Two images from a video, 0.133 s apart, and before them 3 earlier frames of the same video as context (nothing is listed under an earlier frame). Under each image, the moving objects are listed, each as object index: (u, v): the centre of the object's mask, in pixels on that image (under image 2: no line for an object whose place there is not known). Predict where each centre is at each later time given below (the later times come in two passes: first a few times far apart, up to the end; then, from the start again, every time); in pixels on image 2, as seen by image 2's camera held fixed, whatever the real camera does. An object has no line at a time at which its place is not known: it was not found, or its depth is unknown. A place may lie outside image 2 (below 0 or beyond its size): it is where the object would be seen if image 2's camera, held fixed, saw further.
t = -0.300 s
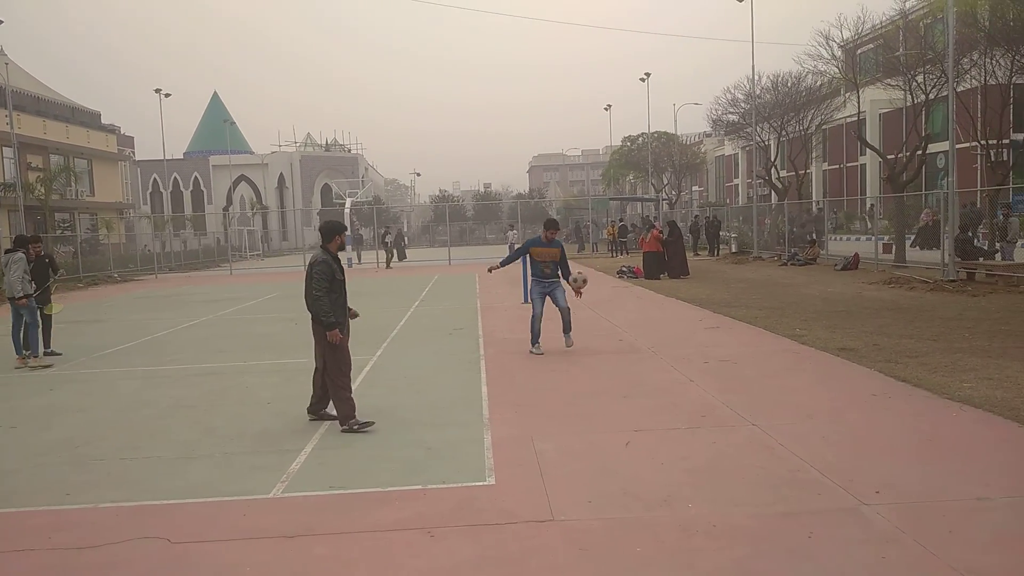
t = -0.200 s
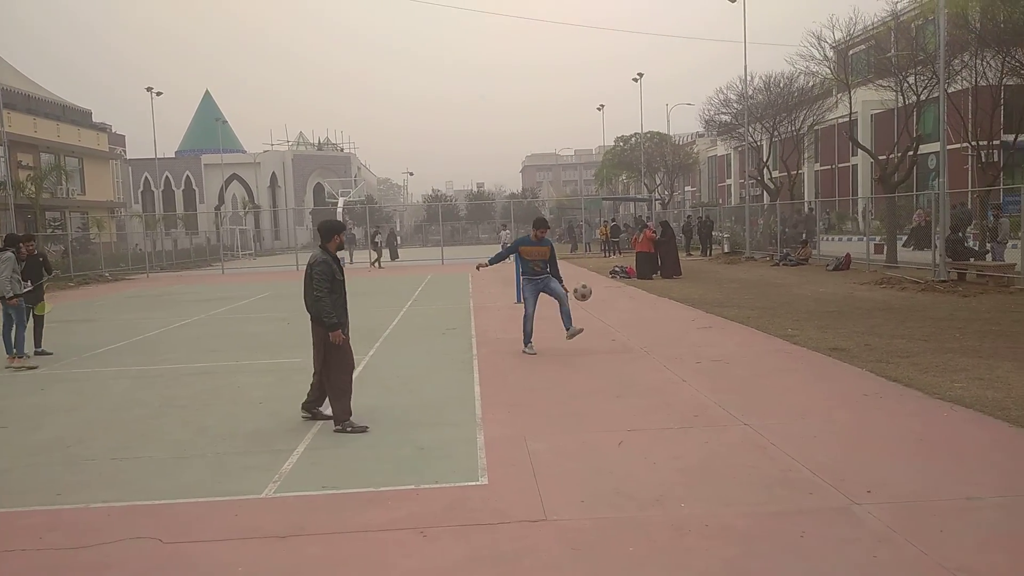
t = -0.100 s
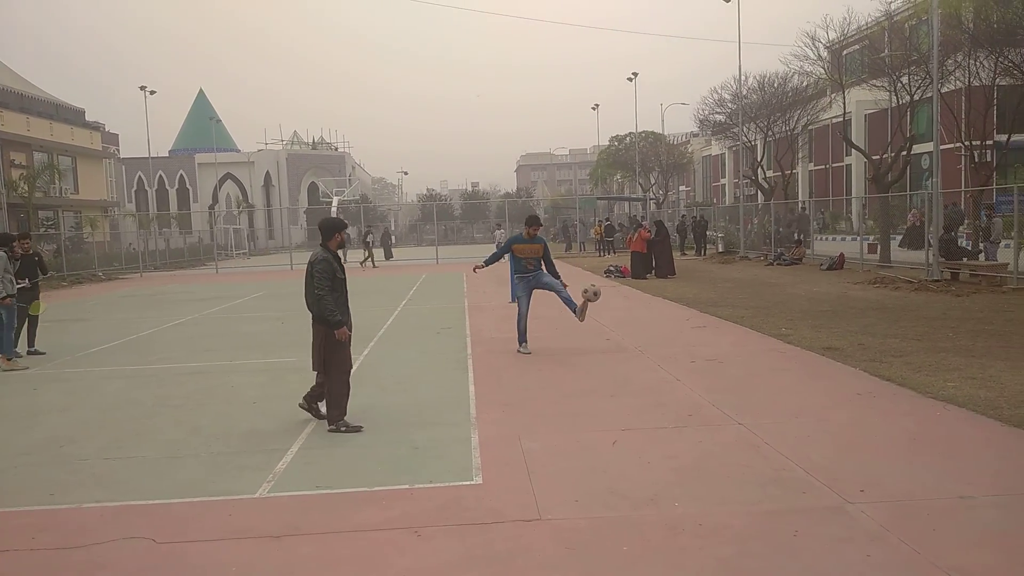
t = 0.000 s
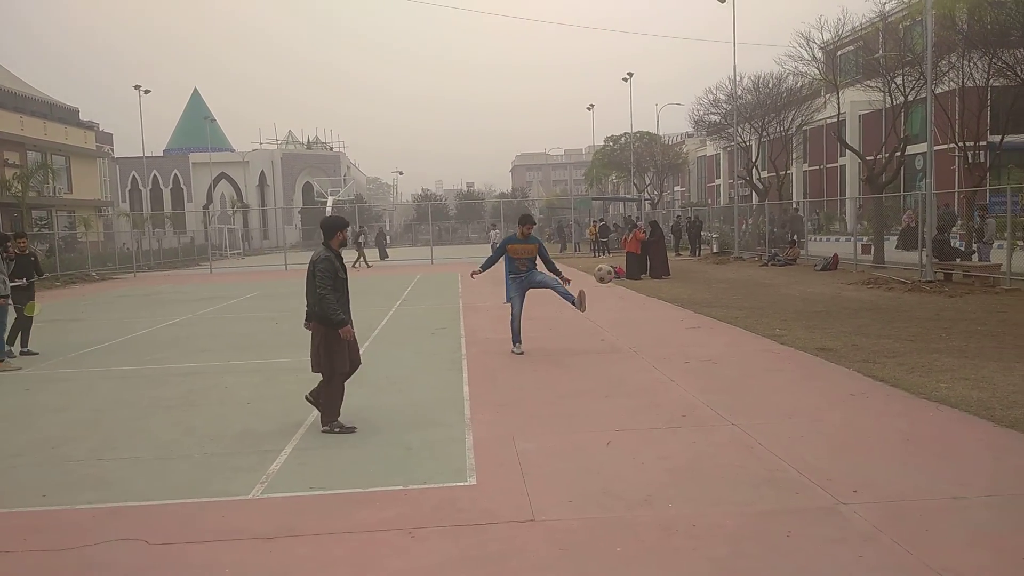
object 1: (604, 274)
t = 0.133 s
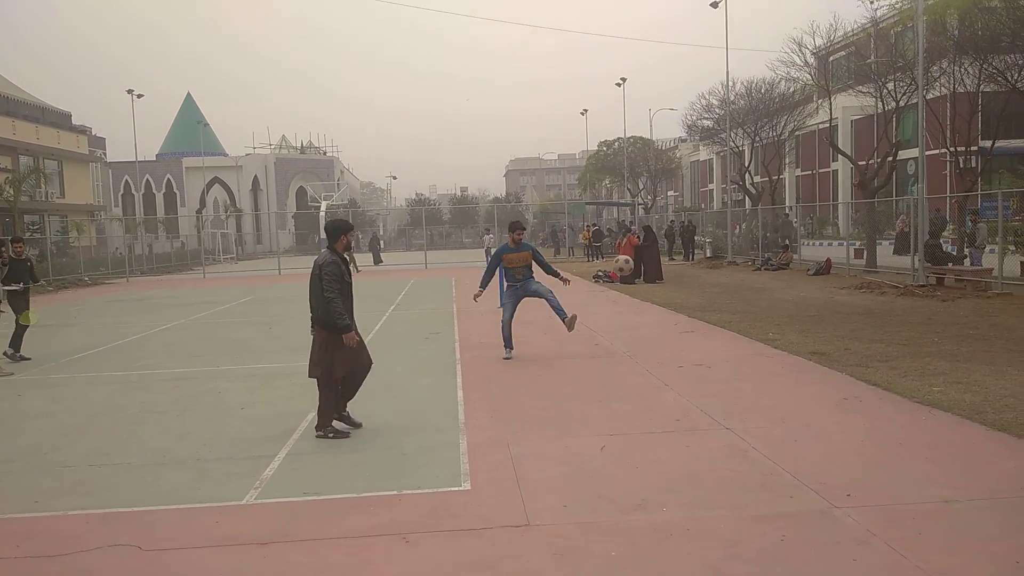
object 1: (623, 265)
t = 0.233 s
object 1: (644, 265)
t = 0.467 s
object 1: (698, 302)
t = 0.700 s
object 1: (752, 368)
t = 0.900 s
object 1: (770, 323)
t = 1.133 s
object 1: (793, 319)
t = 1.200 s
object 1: (801, 330)
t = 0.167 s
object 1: (630, 265)
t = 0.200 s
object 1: (637, 264)
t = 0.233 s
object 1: (644, 265)
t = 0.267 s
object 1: (651, 267)
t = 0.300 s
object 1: (658, 271)
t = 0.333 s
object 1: (666, 274)
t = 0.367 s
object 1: (674, 279)
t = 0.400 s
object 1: (682, 285)
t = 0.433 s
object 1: (690, 293)
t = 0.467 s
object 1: (698, 302)
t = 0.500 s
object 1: (707, 312)
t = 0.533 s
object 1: (715, 323)
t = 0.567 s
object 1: (723, 336)
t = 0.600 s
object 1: (732, 350)
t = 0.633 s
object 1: (740, 365)
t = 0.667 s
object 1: (749, 379)
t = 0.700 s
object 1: (752, 368)
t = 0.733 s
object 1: (755, 358)
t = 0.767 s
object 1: (758, 349)
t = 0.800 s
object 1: (761, 341)
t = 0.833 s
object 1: (763, 334)
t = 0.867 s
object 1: (767, 328)
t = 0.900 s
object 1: (770, 323)
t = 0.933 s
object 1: (772, 319)
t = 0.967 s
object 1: (776, 316)
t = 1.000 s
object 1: (779, 314)
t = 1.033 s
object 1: (782, 313)
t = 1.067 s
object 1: (786, 314)
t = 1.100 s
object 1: (789, 316)
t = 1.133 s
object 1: (793, 319)
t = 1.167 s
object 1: (797, 323)
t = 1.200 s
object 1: (801, 330)
